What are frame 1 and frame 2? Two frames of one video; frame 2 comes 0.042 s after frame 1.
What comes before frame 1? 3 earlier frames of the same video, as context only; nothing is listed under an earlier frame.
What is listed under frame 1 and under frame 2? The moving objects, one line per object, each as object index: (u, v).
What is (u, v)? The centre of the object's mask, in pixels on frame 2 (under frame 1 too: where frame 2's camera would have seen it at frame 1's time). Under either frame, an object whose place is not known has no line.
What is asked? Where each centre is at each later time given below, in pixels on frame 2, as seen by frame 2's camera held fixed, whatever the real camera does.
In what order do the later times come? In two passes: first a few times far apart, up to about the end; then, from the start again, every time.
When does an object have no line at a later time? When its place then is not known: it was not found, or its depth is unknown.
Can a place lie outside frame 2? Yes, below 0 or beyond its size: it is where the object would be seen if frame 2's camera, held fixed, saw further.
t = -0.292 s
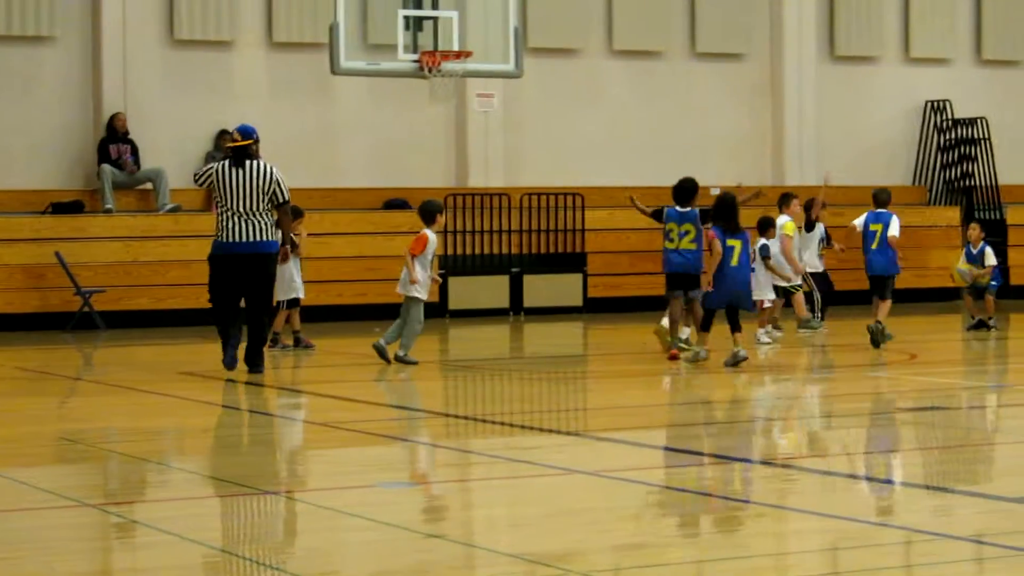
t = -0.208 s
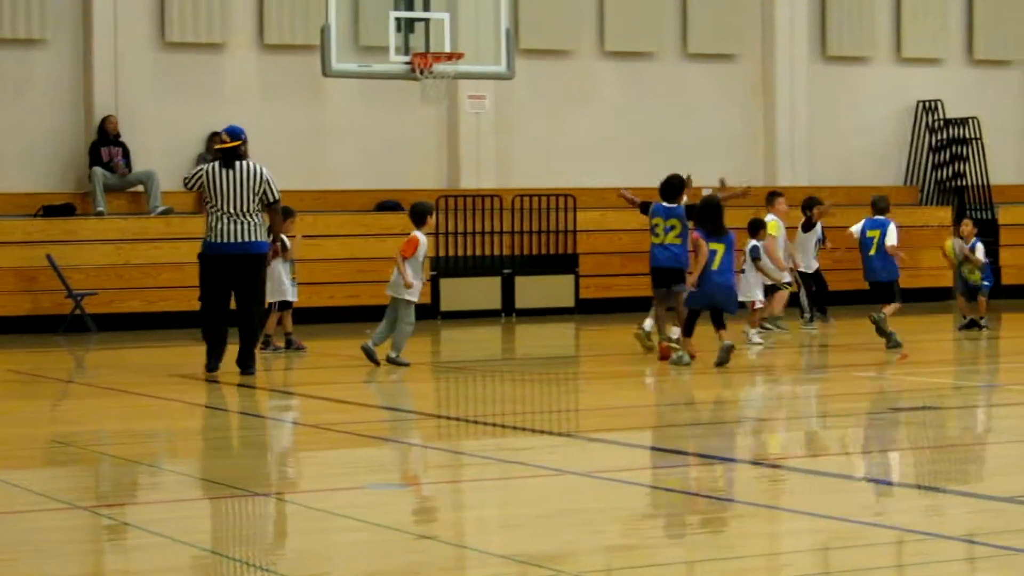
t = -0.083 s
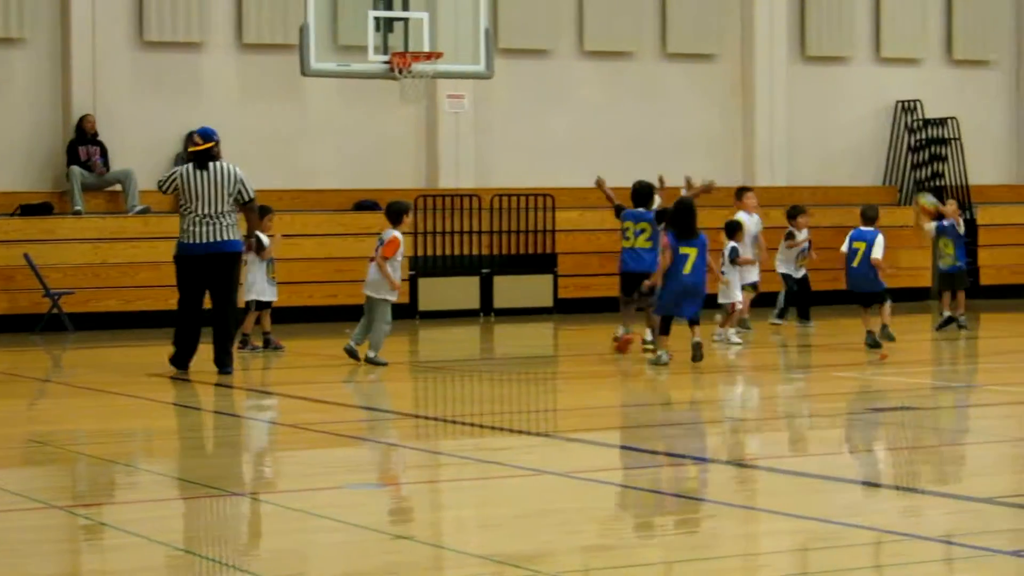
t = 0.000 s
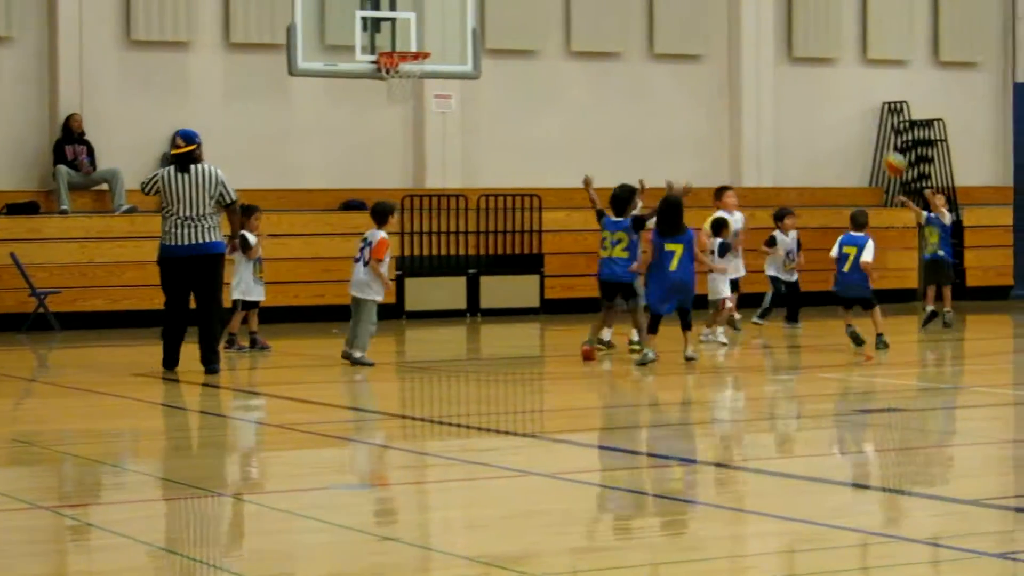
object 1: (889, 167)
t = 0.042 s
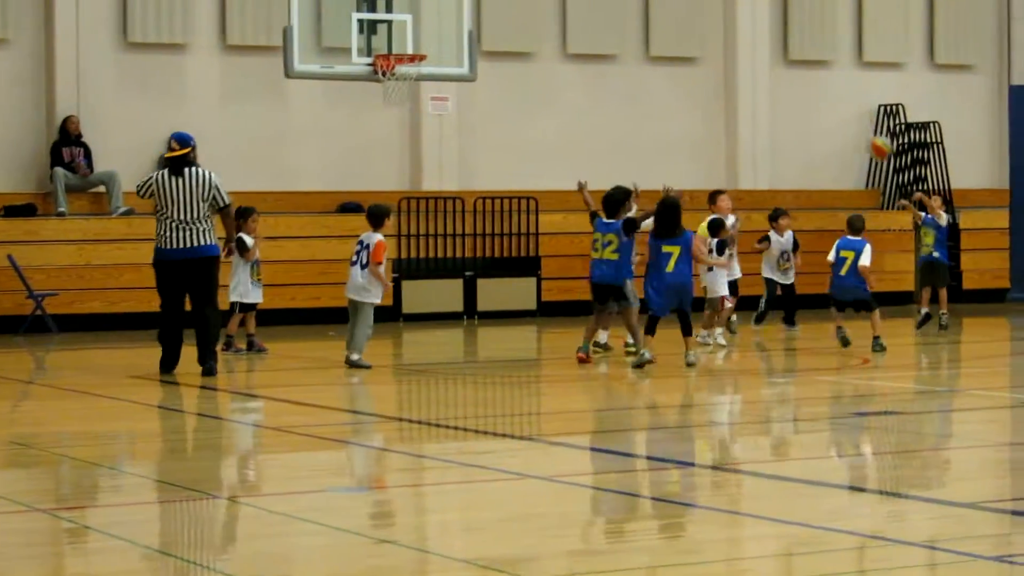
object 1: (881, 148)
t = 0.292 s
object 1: (821, 69)
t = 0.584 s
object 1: (751, 63)
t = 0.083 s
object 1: (869, 132)
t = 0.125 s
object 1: (860, 115)
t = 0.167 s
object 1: (851, 101)
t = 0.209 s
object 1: (841, 88)
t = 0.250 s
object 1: (831, 78)
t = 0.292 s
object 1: (821, 69)
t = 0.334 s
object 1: (811, 62)
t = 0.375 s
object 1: (799, 58)
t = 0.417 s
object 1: (790, 55)
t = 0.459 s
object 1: (779, 54)
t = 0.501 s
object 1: (770, 55)
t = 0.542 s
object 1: (758, 60)
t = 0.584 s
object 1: (751, 63)
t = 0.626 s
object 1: (741, 71)
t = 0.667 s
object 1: (728, 80)
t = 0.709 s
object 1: (714, 93)
